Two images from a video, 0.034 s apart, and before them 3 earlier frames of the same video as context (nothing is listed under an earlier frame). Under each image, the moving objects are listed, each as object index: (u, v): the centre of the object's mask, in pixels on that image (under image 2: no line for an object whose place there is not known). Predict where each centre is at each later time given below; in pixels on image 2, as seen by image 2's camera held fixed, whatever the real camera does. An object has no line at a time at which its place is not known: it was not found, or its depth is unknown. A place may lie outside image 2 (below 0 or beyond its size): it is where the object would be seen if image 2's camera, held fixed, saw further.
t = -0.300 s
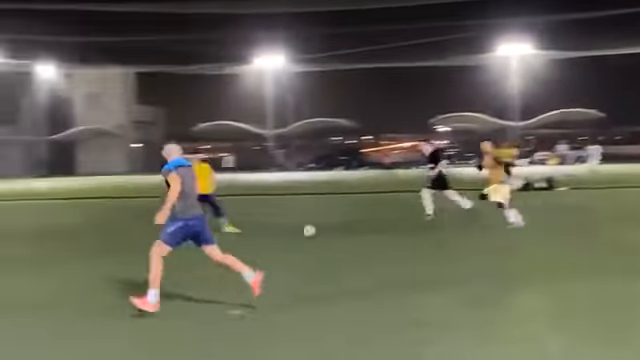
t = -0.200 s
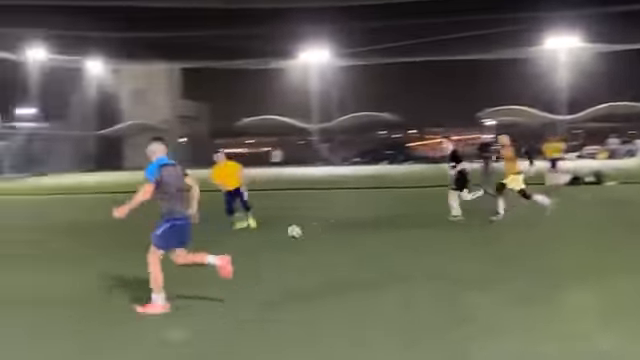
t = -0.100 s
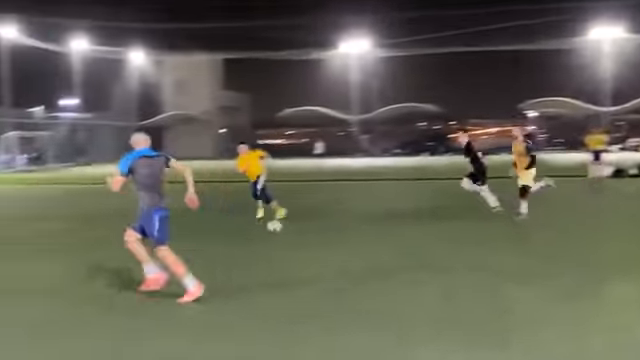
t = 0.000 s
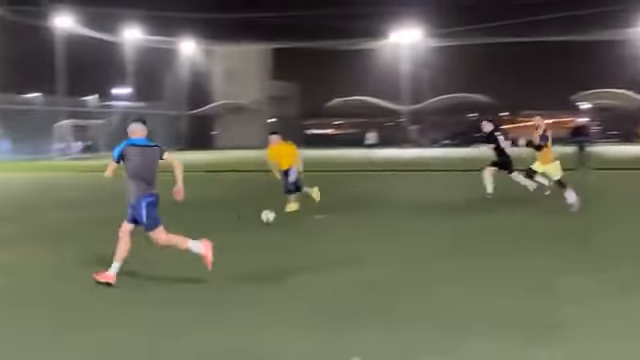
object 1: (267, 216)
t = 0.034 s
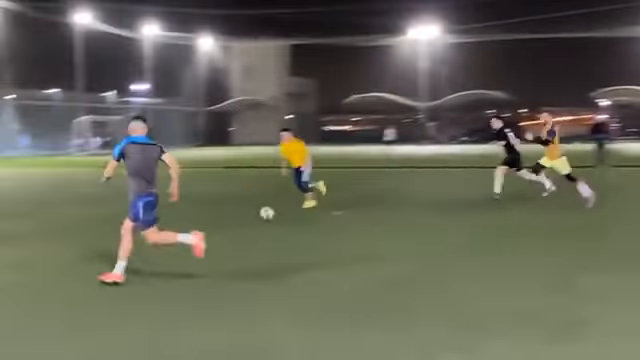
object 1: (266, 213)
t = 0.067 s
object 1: (249, 214)
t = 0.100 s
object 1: (231, 216)
